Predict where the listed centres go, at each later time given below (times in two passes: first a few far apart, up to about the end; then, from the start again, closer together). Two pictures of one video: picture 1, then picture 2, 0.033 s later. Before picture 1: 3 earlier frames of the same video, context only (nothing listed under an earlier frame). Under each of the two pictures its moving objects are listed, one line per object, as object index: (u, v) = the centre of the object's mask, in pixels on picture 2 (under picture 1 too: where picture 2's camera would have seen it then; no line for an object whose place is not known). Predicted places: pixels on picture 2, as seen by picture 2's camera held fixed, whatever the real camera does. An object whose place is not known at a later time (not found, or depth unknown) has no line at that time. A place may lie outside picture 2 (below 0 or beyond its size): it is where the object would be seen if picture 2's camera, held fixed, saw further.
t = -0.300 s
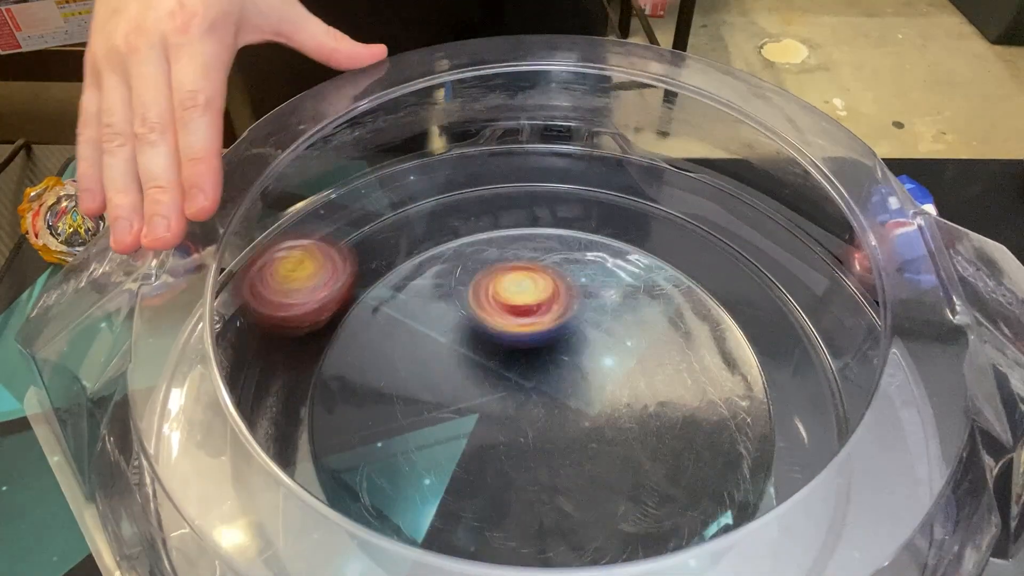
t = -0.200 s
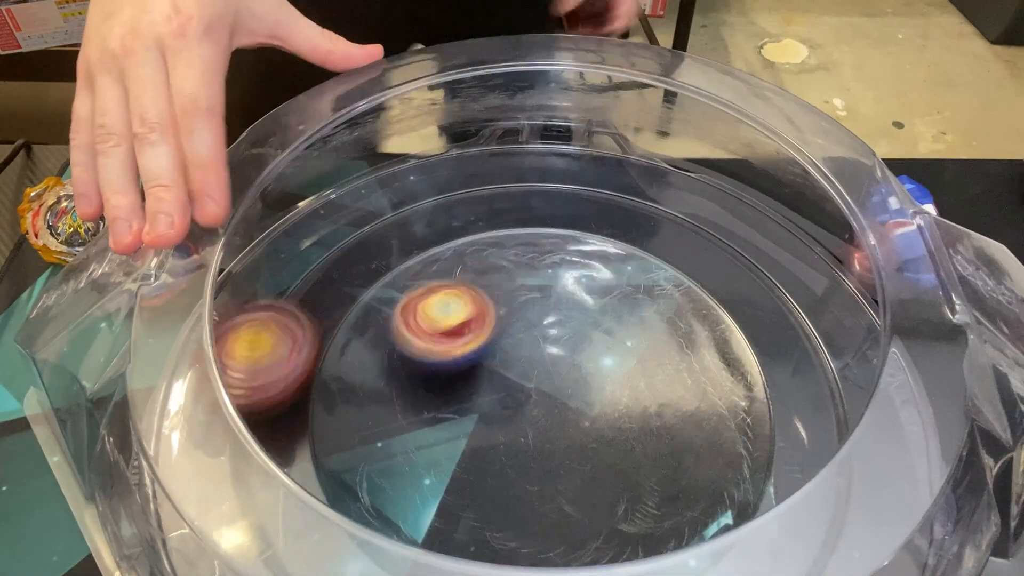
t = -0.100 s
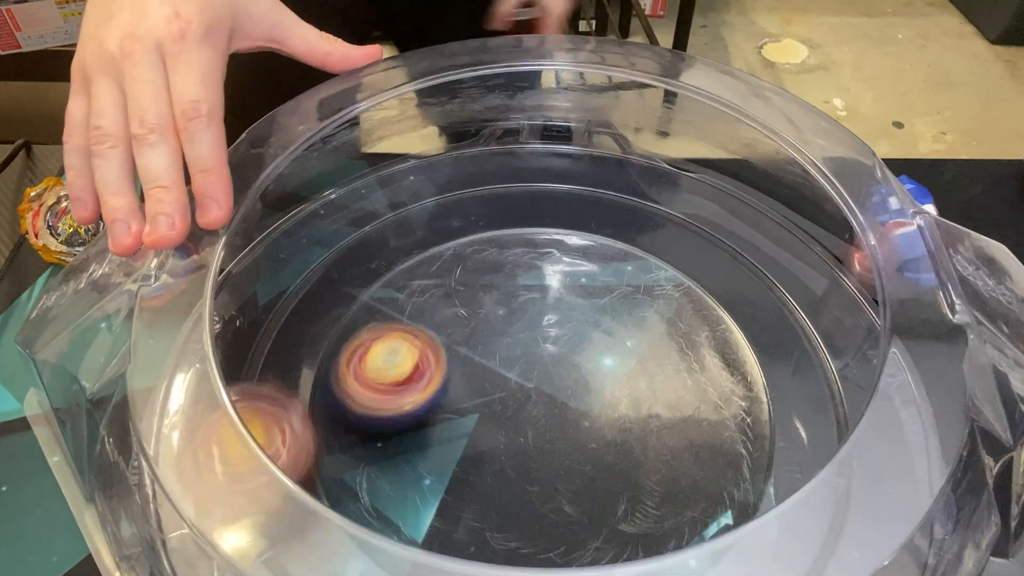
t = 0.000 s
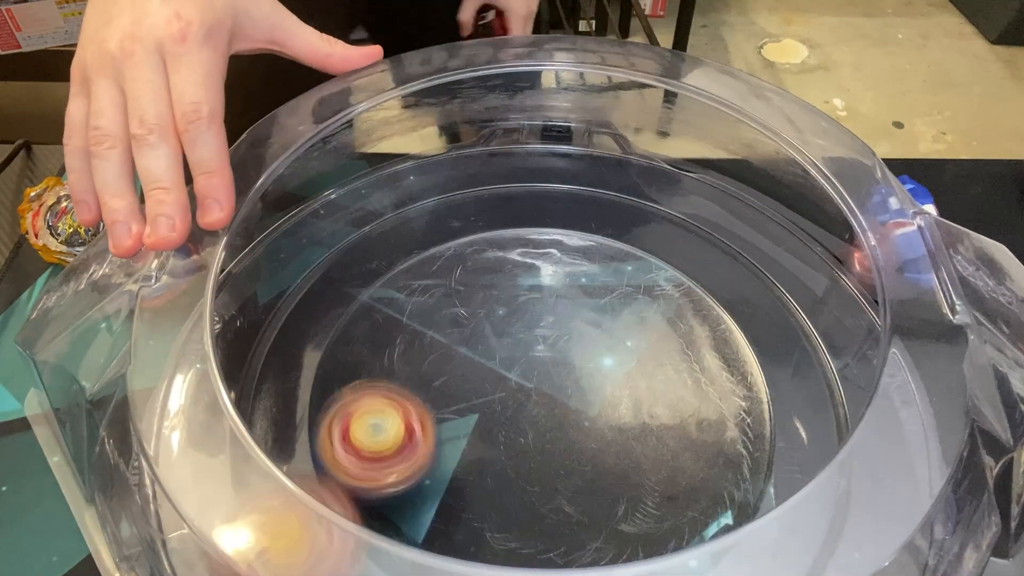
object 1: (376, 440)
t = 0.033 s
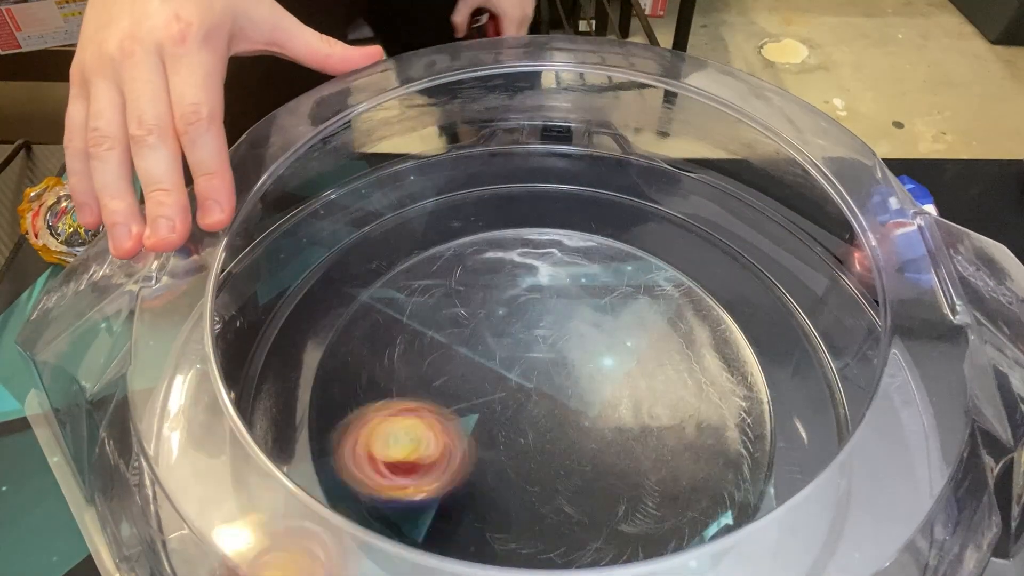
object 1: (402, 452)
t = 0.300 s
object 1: (628, 369)
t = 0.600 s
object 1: (490, 254)
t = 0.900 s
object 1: (449, 421)
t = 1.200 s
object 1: (677, 418)
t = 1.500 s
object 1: (600, 286)
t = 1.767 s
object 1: (454, 394)
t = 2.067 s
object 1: (603, 518)
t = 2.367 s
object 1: (625, 362)
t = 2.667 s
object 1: (423, 357)
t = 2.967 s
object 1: (489, 492)
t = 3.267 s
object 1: (610, 356)
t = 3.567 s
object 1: (463, 287)
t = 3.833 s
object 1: (481, 432)
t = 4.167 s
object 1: (668, 369)
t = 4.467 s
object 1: (523, 322)
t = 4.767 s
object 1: (506, 477)
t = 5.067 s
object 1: (648, 428)
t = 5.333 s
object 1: (516, 337)
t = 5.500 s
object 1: (536, 363)
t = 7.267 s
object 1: (543, 342)
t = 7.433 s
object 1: (466, 352)
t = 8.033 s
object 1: (557, 321)
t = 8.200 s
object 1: (496, 355)
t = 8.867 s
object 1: (531, 363)
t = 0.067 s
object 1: (441, 453)
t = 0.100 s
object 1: (485, 453)
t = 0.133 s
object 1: (526, 451)
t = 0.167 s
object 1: (557, 443)
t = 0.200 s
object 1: (587, 429)
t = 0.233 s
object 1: (611, 410)
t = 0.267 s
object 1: (625, 391)
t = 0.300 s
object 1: (628, 369)
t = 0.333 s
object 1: (626, 348)
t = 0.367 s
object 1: (618, 327)
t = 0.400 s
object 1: (606, 307)
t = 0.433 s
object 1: (591, 290)
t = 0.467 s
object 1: (575, 275)
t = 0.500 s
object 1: (555, 264)
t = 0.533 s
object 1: (534, 256)
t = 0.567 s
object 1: (513, 253)
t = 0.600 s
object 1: (490, 254)
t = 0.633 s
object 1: (469, 259)
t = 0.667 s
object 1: (450, 269)
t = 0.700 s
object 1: (433, 286)
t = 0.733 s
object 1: (421, 304)
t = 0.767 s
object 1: (415, 327)
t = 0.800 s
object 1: (415, 349)
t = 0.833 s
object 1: (421, 374)
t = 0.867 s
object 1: (434, 399)
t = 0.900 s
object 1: (449, 421)
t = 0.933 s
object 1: (471, 440)
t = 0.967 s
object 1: (501, 456)
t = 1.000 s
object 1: (527, 466)
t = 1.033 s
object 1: (556, 470)
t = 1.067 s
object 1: (586, 469)
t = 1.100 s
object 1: (615, 463)
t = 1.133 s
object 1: (639, 451)
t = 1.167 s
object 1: (661, 437)
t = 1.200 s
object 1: (677, 418)
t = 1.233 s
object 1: (690, 401)
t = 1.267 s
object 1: (697, 381)
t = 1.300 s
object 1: (696, 361)
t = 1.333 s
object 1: (693, 339)
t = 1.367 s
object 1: (682, 321)
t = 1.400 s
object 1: (668, 309)
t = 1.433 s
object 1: (648, 296)
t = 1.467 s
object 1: (624, 289)
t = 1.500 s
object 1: (600, 286)
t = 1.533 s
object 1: (574, 288)
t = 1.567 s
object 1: (549, 294)
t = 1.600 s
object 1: (525, 304)
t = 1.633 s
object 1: (504, 317)
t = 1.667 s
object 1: (486, 332)
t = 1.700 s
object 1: (472, 351)
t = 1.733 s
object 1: (460, 372)
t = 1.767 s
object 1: (454, 394)
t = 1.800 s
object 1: (455, 415)
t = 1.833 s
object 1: (461, 439)
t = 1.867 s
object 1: (470, 460)
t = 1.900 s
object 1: (484, 482)
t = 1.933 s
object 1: (503, 498)
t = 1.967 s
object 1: (526, 512)
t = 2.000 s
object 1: (550, 517)
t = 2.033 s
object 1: (575, 520)
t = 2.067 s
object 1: (603, 518)
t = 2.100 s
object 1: (630, 512)
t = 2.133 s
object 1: (653, 499)
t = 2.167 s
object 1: (667, 485)
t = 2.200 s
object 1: (675, 465)
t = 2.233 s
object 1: (675, 442)
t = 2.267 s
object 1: (669, 419)
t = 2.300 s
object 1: (659, 398)
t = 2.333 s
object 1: (644, 379)
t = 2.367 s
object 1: (625, 362)
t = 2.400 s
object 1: (604, 349)
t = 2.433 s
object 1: (579, 338)
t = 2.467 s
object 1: (553, 332)
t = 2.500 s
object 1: (530, 328)
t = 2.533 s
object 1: (505, 328)
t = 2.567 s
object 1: (483, 330)
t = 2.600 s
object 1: (460, 337)
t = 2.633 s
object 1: (442, 346)
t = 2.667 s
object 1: (423, 357)
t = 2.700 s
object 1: (408, 370)
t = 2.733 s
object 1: (399, 386)
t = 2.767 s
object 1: (392, 404)
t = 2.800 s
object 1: (392, 423)
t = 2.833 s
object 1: (398, 444)
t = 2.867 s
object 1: (412, 462)
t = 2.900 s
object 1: (433, 481)
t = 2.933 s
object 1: (462, 488)
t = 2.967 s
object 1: (489, 492)
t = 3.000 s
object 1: (516, 490)
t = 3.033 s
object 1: (544, 484)
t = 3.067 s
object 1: (567, 472)
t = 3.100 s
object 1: (588, 456)
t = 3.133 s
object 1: (602, 436)
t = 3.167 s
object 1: (612, 416)
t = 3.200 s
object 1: (616, 396)
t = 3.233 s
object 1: (615, 376)
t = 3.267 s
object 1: (610, 356)
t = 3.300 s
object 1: (599, 337)
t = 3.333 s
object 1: (587, 320)
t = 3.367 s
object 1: (573, 306)
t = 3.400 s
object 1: (557, 294)
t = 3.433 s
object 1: (538, 284)
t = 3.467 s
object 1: (518, 279)
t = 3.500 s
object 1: (498, 277)
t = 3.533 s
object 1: (480, 280)
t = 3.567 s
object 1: (463, 287)
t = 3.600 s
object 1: (448, 300)
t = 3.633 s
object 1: (437, 316)
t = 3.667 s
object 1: (432, 336)
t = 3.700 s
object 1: (430, 357)
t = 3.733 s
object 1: (435, 377)
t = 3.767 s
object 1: (447, 398)
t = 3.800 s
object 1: (463, 417)
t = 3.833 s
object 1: (481, 432)
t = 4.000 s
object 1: (607, 443)
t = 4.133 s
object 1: (665, 387)
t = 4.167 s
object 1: (668, 369)
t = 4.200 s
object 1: (666, 351)
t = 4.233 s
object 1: (658, 335)
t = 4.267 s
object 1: (645, 320)
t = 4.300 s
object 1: (629, 310)
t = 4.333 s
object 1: (609, 304)
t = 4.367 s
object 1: (588, 303)
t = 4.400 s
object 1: (564, 304)
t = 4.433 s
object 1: (542, 311)
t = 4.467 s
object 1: (523, 322)
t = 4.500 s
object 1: (505, 333)
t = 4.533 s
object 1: (490, 349)
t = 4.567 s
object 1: (479, 366)
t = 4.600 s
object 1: (471, 386)
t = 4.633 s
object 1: (469, 404)
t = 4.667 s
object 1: (471, 424)
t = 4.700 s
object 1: (479, 443)
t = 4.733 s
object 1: (490, 462)
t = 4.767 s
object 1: (506, 477)
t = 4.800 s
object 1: (524, 490)
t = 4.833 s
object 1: (545, 498)
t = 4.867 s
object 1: (568, 503)
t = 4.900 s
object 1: (590, 501)
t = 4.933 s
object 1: (612, 494)
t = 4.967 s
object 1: (631, 481)
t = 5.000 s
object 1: (643, 467)
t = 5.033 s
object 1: (648, 449)
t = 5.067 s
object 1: (648, 428)
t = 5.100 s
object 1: (641, 410)
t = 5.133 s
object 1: (631, 392)
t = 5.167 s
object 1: (616, 376)
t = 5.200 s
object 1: (598, 363)
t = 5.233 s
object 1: (579, 352)
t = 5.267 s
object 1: (557, 343)
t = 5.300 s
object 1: (535, 340)
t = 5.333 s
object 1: (516, 337)
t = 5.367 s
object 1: (496, 339)
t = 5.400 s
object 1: (476, 343)
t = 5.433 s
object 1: (489, 349)
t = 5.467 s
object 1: (514, 355)
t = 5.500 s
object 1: (536, 363)
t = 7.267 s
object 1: (543, 342)
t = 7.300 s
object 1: (527, 338)
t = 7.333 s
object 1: (510, 336)
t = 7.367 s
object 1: (493, 337)
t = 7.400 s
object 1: (478, 342)
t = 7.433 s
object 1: (466, 352)
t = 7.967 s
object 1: (580, 335)
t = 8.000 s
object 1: (569, 327)
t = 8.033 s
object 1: (557, 321)
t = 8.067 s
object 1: (542, 318)
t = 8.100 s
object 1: (527, 321)
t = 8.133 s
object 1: (514, 329)
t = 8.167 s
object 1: (503, 340)
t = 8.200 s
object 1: (496, 355)
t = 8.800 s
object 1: (565, 357)
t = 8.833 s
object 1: (548, 358)
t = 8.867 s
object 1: (531, 363)
